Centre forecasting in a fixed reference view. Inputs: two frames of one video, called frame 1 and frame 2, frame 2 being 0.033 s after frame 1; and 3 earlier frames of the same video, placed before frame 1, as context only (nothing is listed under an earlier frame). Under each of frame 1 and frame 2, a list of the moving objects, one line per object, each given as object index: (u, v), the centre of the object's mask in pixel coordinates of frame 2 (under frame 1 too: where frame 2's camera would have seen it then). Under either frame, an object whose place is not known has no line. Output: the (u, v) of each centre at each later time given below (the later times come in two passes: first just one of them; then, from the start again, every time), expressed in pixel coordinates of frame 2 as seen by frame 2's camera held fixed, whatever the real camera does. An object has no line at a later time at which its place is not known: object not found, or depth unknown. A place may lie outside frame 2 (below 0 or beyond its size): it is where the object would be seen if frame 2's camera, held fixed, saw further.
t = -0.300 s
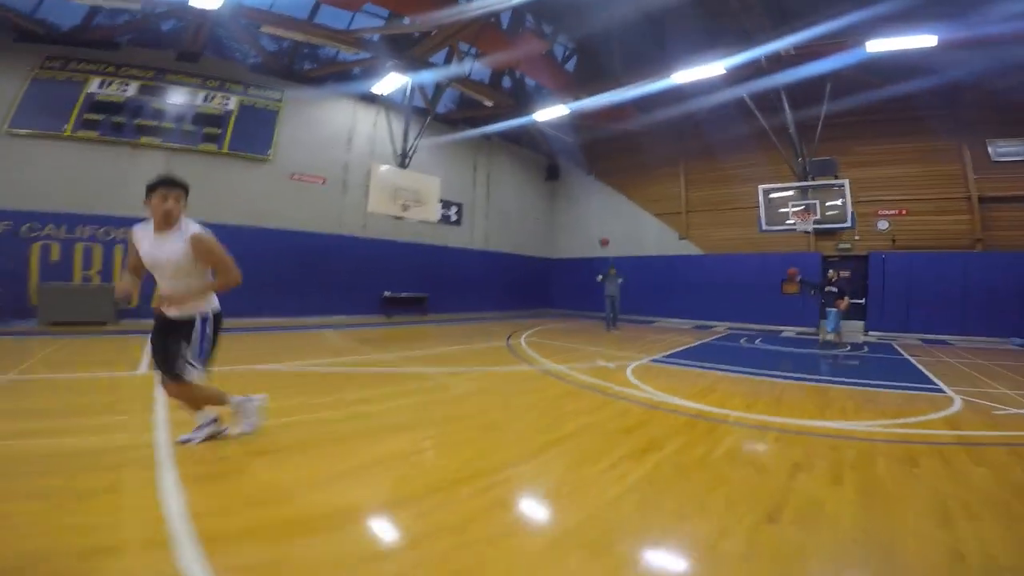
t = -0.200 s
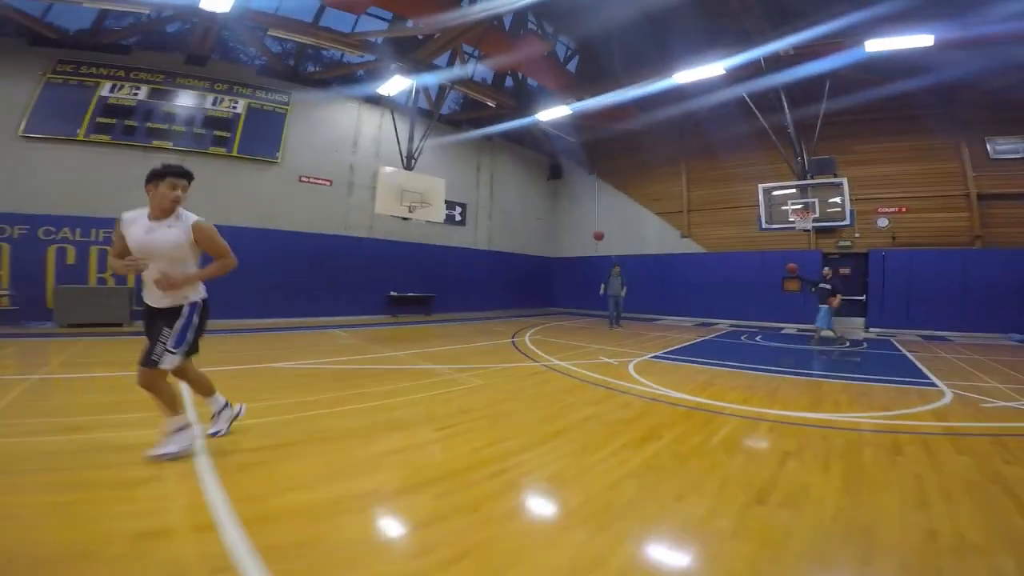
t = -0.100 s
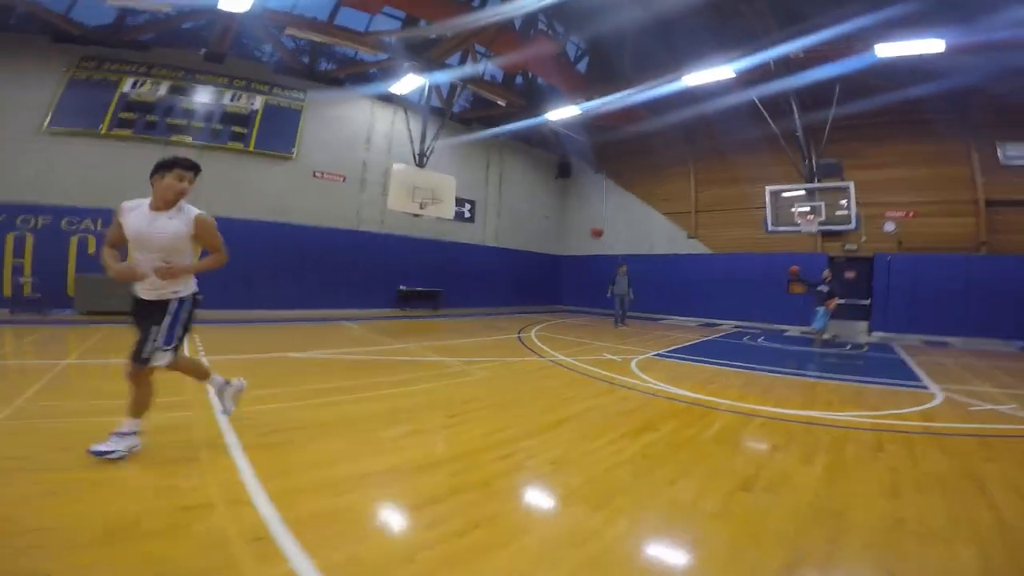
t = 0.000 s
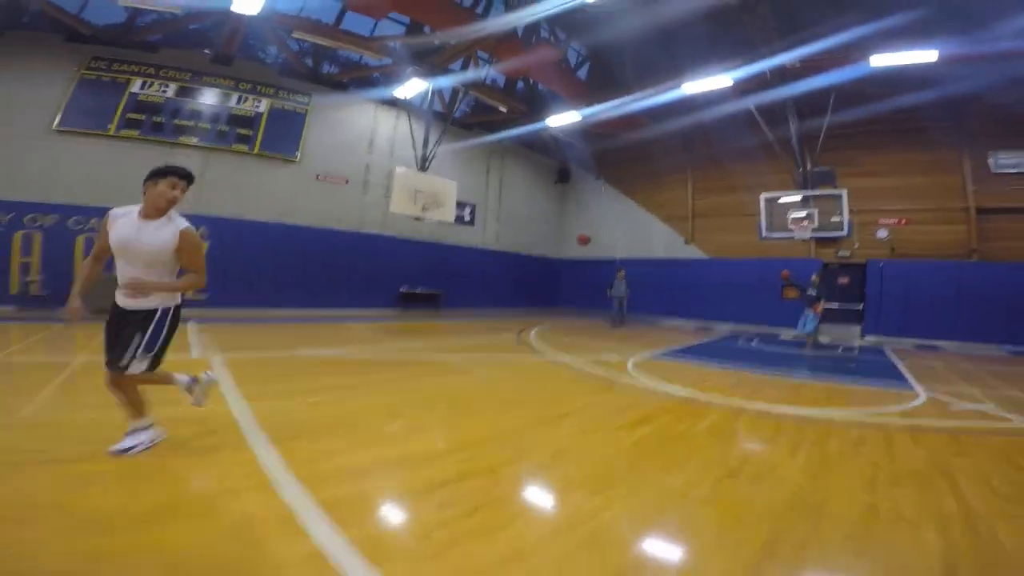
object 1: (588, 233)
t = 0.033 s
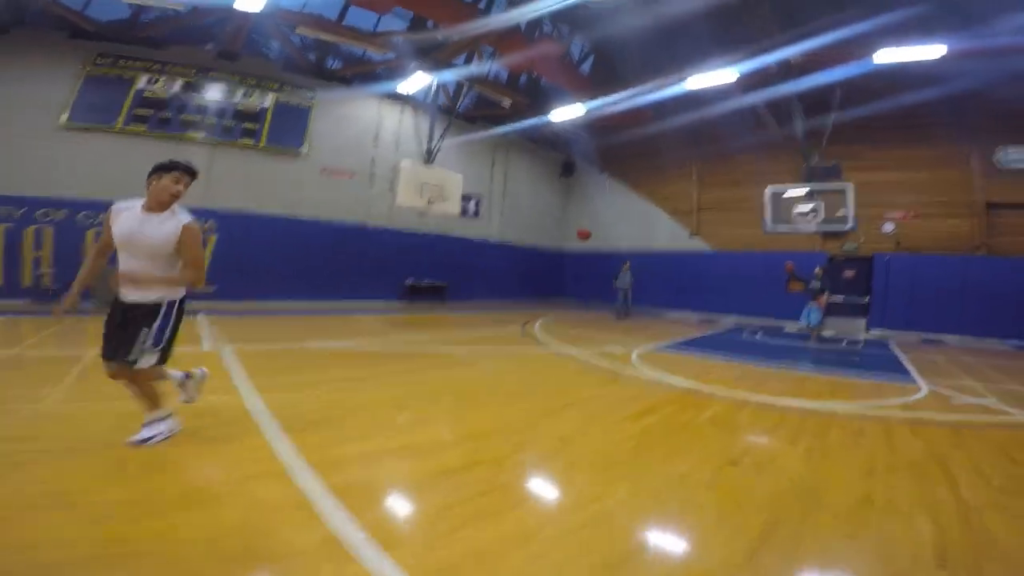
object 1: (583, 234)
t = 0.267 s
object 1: (543, 282)
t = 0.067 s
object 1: (579, 238)
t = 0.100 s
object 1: (575, 243)
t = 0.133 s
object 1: (570, 248)
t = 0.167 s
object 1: (565, 255)
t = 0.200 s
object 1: (557, 262)
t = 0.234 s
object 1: (550, 272)
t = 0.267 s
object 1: (543, 282)
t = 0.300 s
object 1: (534, 296)
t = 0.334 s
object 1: (523, 313)
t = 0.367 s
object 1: (509, 332)
